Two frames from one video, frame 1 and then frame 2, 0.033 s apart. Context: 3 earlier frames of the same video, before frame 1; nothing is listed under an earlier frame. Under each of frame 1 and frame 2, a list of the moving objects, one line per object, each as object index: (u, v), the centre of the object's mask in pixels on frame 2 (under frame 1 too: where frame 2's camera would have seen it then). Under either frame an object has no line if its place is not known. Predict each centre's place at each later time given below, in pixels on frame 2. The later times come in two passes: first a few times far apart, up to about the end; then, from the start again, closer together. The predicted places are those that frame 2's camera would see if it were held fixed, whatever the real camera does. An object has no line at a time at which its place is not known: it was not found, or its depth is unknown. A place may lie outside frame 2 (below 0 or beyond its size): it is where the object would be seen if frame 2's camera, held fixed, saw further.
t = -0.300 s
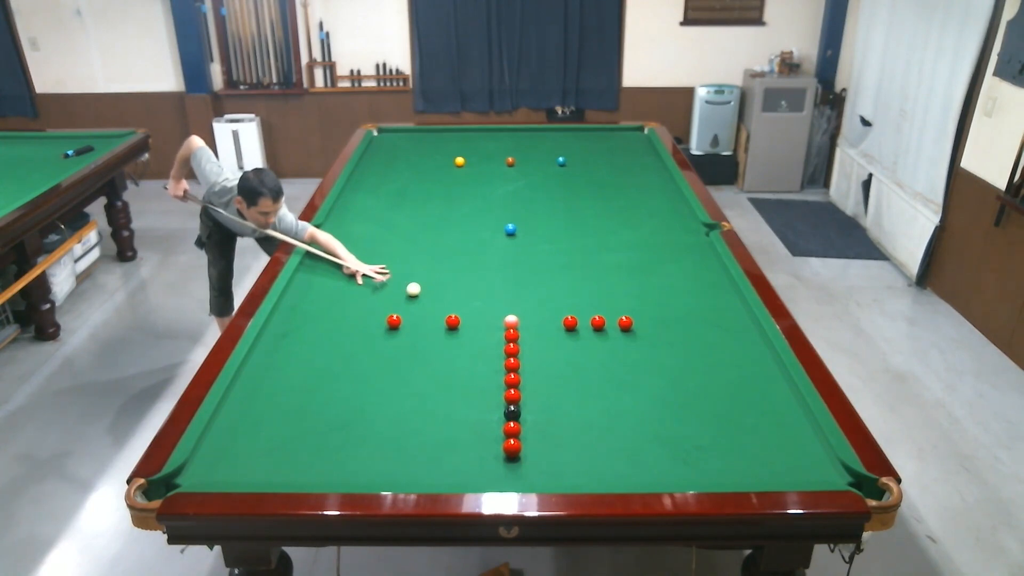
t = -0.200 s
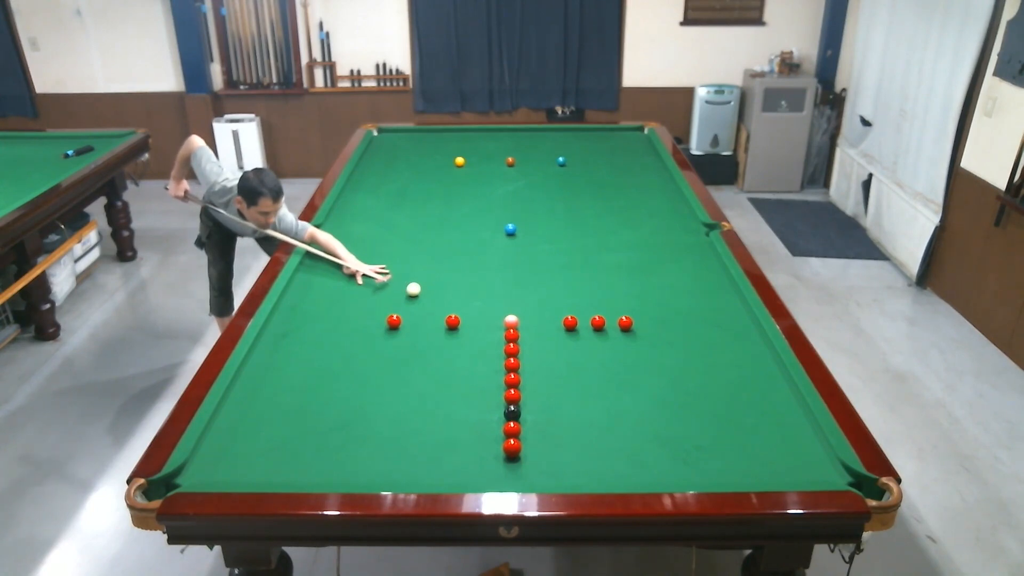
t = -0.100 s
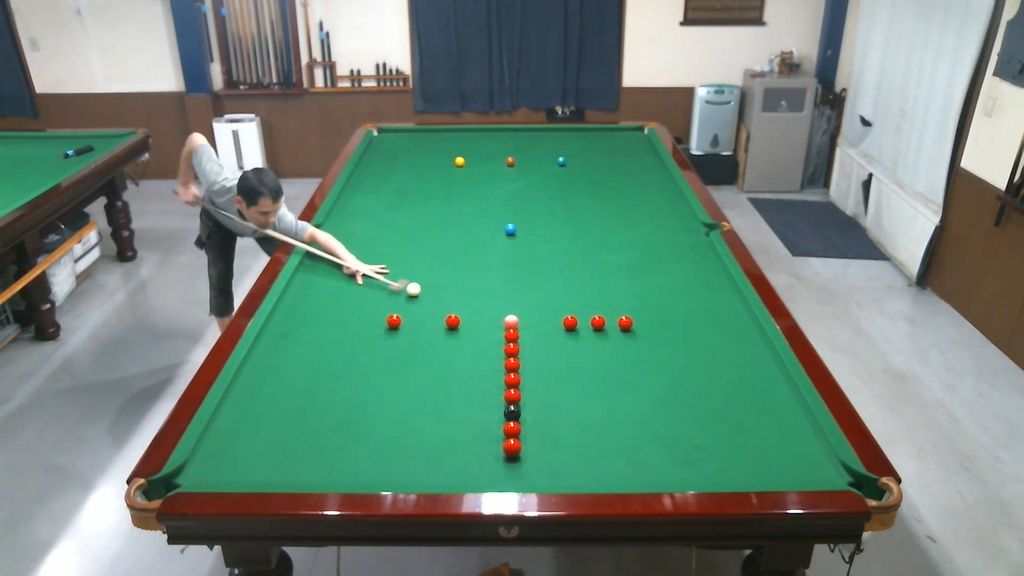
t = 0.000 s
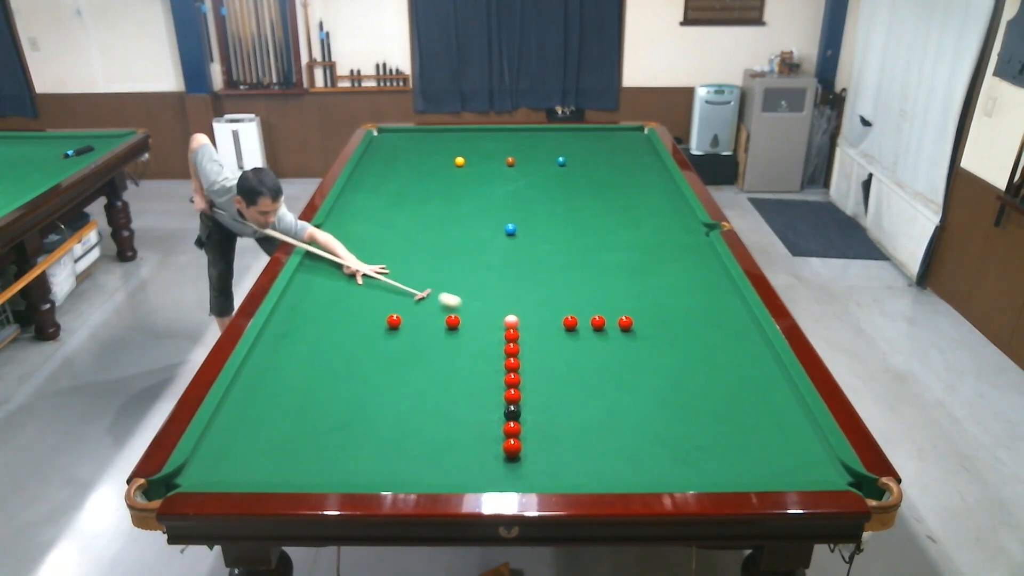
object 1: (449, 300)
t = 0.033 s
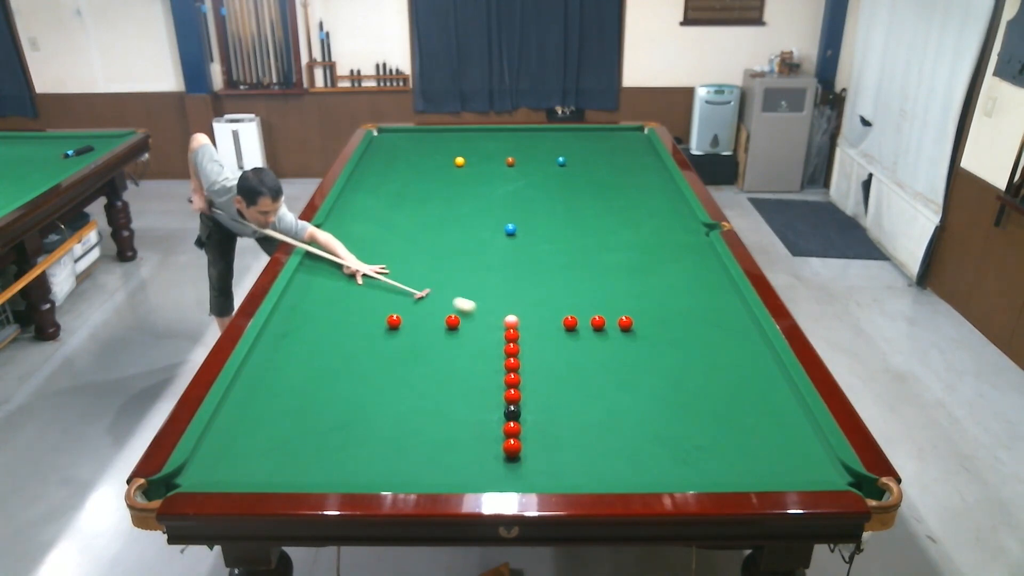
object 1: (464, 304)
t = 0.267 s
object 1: (506, 314)
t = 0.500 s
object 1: (513, 310)
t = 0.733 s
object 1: (519, 306)
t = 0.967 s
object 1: (524, 303)
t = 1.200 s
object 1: (529, 300)
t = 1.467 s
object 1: (534, 298)
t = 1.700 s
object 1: (538, 296)
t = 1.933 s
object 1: (541, 295)
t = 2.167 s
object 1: (543, 294)
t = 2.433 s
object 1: (546, 294)
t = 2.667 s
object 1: (546, 294)
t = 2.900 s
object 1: (546, 293)
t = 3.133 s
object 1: (546, 294)
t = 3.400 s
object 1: (546, 294)
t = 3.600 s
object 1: (546, 294)
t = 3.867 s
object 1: (546, 294)
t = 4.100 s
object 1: (546, 294)
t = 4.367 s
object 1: (546, 294)
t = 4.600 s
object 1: (546, 294)
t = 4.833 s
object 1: (546, 294)
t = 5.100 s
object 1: (546, 294)
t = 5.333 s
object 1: (546, 294)
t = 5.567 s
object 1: (546, 294)
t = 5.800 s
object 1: (546, 294)
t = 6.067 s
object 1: (546, 294)
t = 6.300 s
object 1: (546, 293)
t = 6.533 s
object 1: (546, 293)
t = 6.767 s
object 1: (546, 293)
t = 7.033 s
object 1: (546, 293)
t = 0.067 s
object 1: (478, 309)
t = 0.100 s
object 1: (492, 313)
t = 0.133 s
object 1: (501, 317)
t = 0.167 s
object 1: (503, 316)
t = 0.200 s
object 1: (504, 316)
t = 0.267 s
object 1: (506, 314)
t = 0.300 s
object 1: (507, 314)
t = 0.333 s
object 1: (508, 313)
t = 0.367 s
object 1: (509, 312)
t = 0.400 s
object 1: (510, 312)
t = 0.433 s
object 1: (511, 311)
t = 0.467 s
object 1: (512, 311)
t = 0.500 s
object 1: (513, 310)
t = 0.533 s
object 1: (514, 309)
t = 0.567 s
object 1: (514, 309)
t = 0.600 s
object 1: (515, 308)
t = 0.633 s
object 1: (516, 308)
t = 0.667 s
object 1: (517, 307)
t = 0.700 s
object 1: (518, 307)
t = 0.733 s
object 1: (519, 306)
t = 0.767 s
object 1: (520, 306)
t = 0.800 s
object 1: (520, 305)
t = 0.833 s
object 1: (521, 305)
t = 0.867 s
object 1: (522, 305)
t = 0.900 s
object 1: (523, 304)
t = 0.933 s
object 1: (523, 304)
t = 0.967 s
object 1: (524, 303)
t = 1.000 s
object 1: (525, 303)
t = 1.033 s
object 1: (526, 302)
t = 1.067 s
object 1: (526, 302)
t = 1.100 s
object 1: (527, 302)
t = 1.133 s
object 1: (528, 301)
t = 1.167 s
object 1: (528, 301)
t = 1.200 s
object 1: (529, 300)
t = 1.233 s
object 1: (530, 300)
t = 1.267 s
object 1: (530, 300)
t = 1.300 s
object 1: (531, 299)
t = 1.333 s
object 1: (532, 299)
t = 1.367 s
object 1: (532, 299)
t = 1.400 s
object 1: (533, 299)
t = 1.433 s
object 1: (533, 298)
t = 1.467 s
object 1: (534, 298)
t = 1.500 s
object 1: (535, 298)
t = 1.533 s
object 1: (535, 297)
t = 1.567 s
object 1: (536, 297)
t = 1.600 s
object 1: (536, 297)
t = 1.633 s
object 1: (537, 297)
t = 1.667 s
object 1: (537, 297)
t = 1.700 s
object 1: (538, 296)
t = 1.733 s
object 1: (538, 296)
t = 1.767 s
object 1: (539, 296)
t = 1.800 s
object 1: (539, 296)
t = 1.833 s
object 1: (539, 296)
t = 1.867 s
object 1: (540, 295)
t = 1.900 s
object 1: (540, 295)
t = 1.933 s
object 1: (541, 295)
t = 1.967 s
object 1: (541, 295)
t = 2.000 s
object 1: (542, 295)
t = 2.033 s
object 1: (542, 295)
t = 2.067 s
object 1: (542, 295)
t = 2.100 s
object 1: (543, 294)
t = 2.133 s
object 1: (543, 294)
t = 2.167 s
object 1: (543, 294)
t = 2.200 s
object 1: (544, 294)
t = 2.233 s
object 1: (544, 294)
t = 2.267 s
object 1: (544, 294)
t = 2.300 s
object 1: (545, 294)
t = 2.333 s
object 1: (545, 294)
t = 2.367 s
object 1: (545, 294)
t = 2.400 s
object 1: (545, 294)
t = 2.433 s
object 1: (546, 294)
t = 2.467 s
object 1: (546, 294)
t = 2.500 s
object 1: (546, 294)
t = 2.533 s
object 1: (546, 294)
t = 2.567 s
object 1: (546, 294)
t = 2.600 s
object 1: (546, 294)
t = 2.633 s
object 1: (546, 294)
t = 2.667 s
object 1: (546, 294)
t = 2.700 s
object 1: (546, 294)
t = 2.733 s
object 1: (546, 294)
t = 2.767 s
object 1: (546, 294)
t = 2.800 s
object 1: (546, 293)
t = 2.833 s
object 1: (546, 293)
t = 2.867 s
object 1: (546, 294)
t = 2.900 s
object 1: (546, 293)
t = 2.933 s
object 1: (546, 294)
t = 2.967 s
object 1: (546, 294)
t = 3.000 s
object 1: (546, 294)
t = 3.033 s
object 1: (546, 294)
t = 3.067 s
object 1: (546, 294)
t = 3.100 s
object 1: (546, 294)
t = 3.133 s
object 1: (546, 294)
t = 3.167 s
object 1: (546, 294)
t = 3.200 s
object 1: (546, 294)
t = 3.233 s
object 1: (546, 294)
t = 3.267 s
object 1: (546, 294)
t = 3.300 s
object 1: (546, 294)
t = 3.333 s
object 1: (546, 294)
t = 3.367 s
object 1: (546, 294)
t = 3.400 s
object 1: (546, 294)
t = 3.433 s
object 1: (546, 294)
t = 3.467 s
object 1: (546, 294)
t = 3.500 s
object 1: (546, 294)
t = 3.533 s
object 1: (546, 294)
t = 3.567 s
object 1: (546, 294)
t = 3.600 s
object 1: (546, 294)
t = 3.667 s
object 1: (546, 294)
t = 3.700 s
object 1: (546, 294)
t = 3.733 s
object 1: (546, 294)
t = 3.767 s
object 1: (546, 294)
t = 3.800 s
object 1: (546, 294)
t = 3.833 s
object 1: (546, 294)
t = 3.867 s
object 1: (546, 294)
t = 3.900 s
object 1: (546, 294)
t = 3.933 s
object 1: (546, 294)
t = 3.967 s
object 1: (546, 294)
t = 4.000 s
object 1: (546, 294)
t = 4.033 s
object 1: (546, 293)
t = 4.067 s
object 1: (546, 294)
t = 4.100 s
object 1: (546, 294)
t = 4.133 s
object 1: (546, 294)
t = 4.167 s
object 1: (546, 294)
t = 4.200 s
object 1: (546, 294)
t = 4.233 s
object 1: (546, 294)
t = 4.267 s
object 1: (546, 294)
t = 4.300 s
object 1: (546, 294)
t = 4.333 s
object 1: (546, 294)
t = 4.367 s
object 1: (546, 294)
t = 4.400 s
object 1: (546, 294)
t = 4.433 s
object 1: (546, 294)
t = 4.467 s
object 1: (546, 294)
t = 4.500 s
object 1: (546, 294)
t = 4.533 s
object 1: (546, 294)
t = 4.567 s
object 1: (546, 294)
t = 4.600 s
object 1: (546, 294)
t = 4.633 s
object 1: (546, 294)
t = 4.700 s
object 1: (546, 294)
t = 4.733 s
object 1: (546, 294)
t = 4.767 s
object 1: (546, 294)
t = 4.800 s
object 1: (546, 294)
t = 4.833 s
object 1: (546, 294)
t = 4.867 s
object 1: (546, 294)
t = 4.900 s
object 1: (546, 294)
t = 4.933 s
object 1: (546, 294)
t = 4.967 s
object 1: (546, 294)
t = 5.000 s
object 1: (546, 294)
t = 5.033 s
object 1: (546, 294)
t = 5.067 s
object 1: (546, 294)
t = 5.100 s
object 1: (546, 294)
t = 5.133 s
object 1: (546, 294)
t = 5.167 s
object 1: (546, 294)
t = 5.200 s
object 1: (546, 293)
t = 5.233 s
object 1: (546, 294)
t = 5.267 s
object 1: (546, 294)
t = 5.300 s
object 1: (546, 294)
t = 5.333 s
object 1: (546, 294)
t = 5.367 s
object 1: (546, 294)
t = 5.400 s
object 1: (546, 294)
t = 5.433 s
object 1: (546, 294)
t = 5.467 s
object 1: (546, 294)
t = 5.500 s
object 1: (546, 294)
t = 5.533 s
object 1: (546, 294)
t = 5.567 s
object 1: (546, 294)
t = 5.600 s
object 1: (546, 294)
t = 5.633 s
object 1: (546, 294)
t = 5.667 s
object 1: (546, 294)
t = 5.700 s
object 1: (546, 294)
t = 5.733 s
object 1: (546, 294)
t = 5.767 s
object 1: (546, 294)
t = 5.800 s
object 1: (546, 294)
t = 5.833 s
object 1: (546, 294)
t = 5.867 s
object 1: (546, 294)
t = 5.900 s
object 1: (546, 294)
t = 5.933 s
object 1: (546, 294)
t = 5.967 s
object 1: (546, 294)
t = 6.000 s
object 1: (546, 293)
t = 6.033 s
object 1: (546, 293)
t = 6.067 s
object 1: (546, 294)
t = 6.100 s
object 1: (546, 293)
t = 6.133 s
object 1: (546, 293)
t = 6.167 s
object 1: (546, 293)
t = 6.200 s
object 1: (546, 293)
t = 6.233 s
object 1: (546, 293)
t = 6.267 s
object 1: (546, 293)
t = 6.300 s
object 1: (546, 293)
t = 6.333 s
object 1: (546, 293)
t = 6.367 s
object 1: (546, 293)
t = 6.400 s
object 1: (546, 293)
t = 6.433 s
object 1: (546, 293)
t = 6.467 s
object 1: (546, 293)
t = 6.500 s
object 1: (546, 293)
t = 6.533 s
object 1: (546, 293)
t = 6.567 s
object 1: (546, 293)
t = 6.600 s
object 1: (546, 293)
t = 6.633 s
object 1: (546, 293)
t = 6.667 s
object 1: (546, 293)
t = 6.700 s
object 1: (546, 293)
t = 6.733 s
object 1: (546, 293)
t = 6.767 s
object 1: (546, 293)
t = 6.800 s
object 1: (546, 293)
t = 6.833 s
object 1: (546, 293)
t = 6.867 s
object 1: (546, 293)
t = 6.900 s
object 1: (546, 293)
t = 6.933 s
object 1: (546, 293)
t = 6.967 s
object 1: (546, 293)
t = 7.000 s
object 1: (546, 293)
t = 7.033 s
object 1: (546, 293)
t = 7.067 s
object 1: (546, 293)
